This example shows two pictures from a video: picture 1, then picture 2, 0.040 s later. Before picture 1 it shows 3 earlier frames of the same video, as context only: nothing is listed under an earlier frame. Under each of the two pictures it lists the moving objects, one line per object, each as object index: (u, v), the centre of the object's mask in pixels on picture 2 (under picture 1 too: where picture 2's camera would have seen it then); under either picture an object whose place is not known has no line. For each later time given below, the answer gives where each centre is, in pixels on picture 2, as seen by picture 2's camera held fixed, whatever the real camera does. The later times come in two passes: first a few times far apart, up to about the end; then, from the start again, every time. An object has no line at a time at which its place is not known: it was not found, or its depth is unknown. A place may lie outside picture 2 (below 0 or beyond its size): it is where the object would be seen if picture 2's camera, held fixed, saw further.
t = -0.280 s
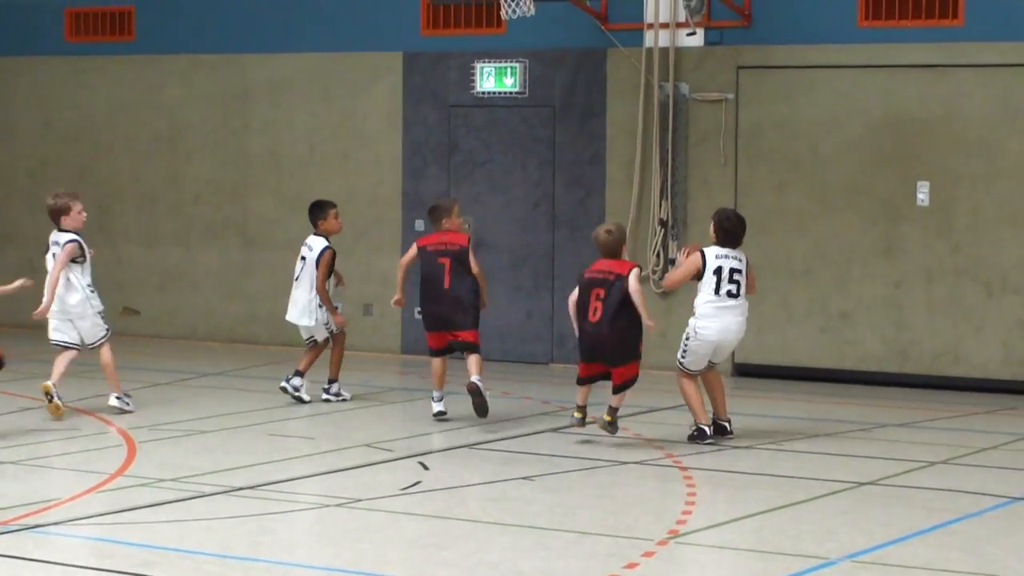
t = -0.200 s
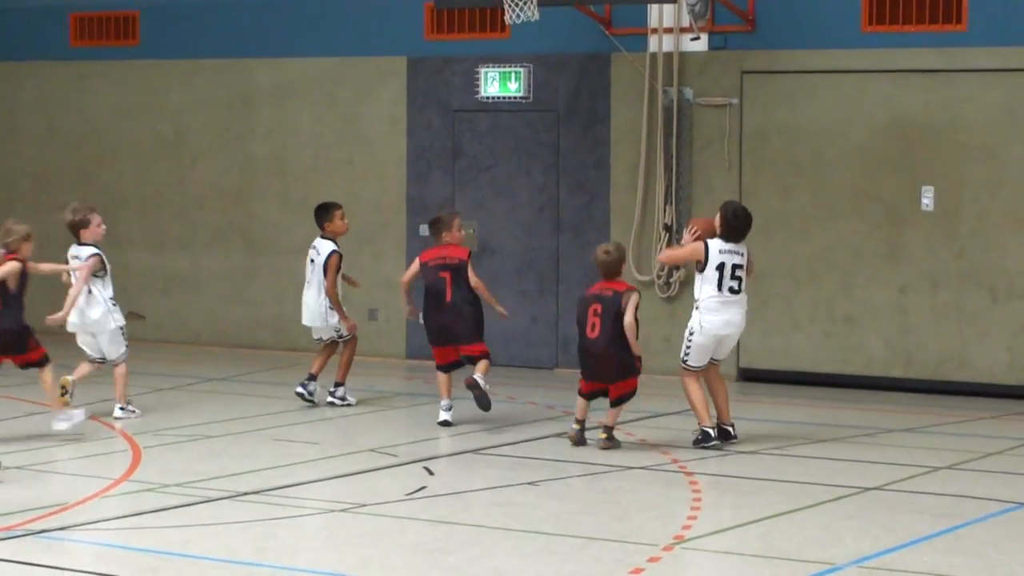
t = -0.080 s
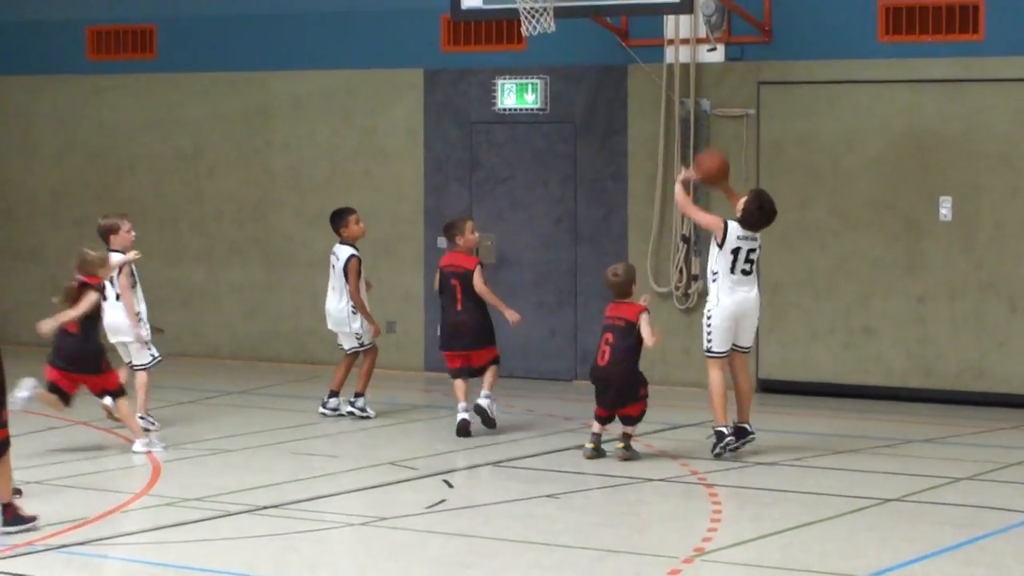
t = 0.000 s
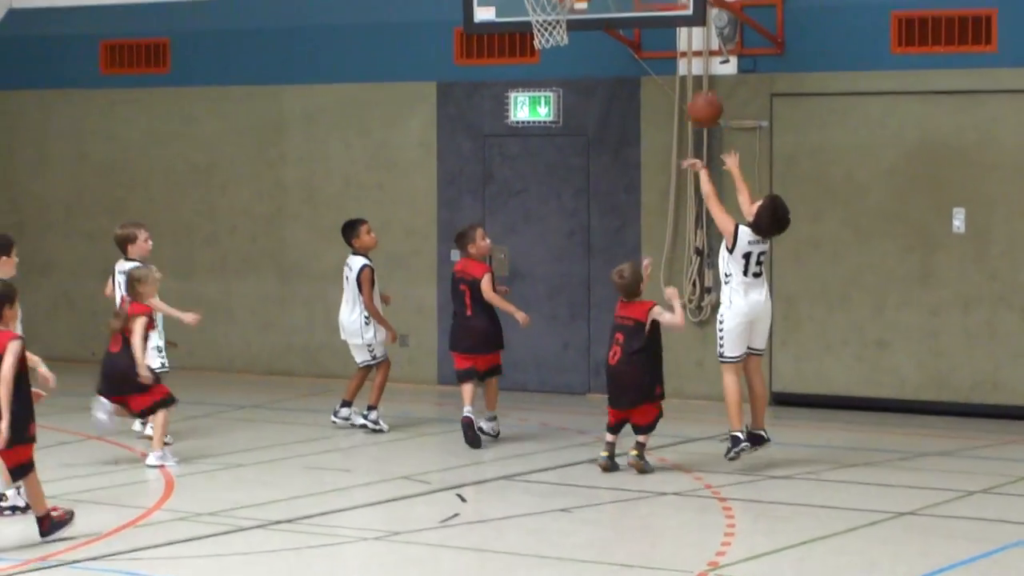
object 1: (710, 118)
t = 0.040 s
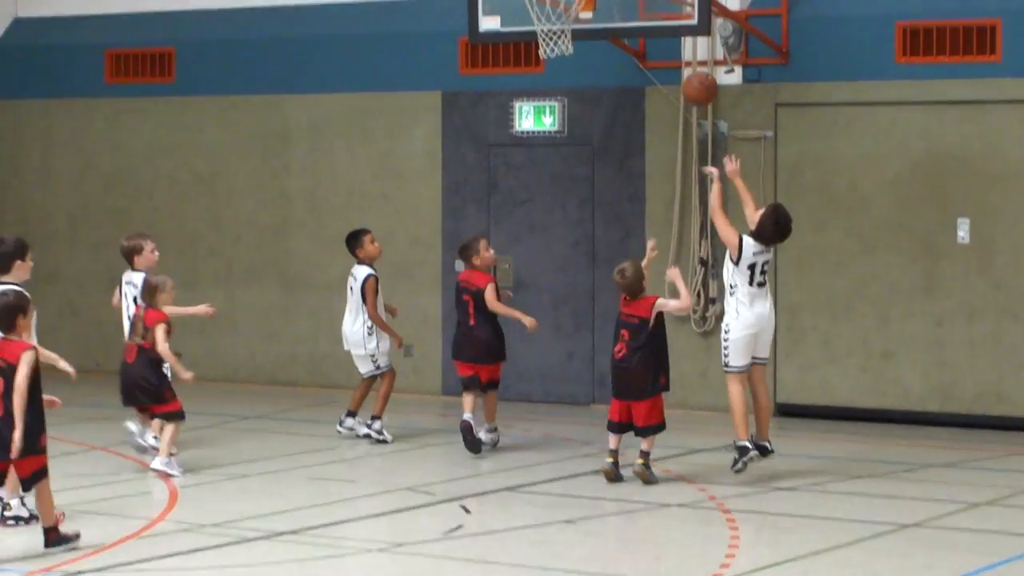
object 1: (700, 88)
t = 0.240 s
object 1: (653, -27)
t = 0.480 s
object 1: (601, -76)
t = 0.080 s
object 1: (690, 59)
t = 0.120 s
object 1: (680, 33)
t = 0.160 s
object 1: (671, 11)
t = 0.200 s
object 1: (662, -11)
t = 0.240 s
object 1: (653, -27)
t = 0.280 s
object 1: (644, -42)
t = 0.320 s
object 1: (635, -54)
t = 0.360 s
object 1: (627, -64)
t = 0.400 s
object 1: (618, -70)
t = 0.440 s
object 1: (610, -75)
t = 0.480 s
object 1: (601, -76)
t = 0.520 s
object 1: (592, -75)
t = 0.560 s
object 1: (585, -72)
